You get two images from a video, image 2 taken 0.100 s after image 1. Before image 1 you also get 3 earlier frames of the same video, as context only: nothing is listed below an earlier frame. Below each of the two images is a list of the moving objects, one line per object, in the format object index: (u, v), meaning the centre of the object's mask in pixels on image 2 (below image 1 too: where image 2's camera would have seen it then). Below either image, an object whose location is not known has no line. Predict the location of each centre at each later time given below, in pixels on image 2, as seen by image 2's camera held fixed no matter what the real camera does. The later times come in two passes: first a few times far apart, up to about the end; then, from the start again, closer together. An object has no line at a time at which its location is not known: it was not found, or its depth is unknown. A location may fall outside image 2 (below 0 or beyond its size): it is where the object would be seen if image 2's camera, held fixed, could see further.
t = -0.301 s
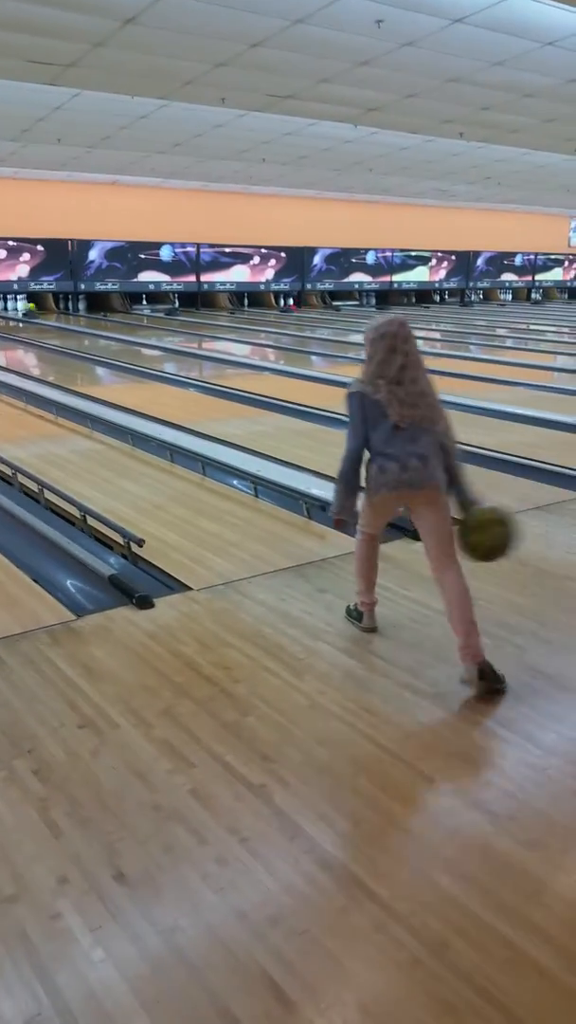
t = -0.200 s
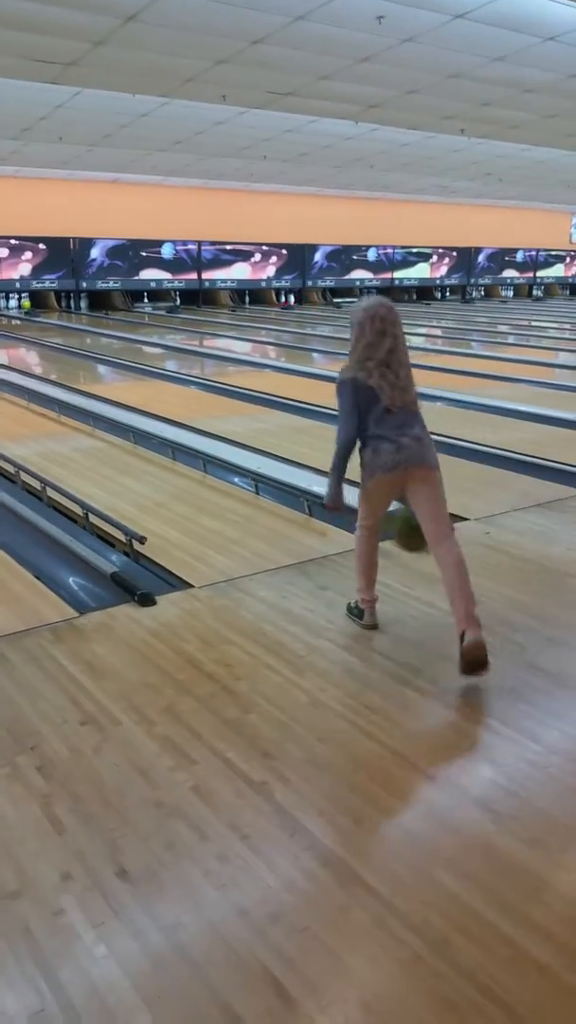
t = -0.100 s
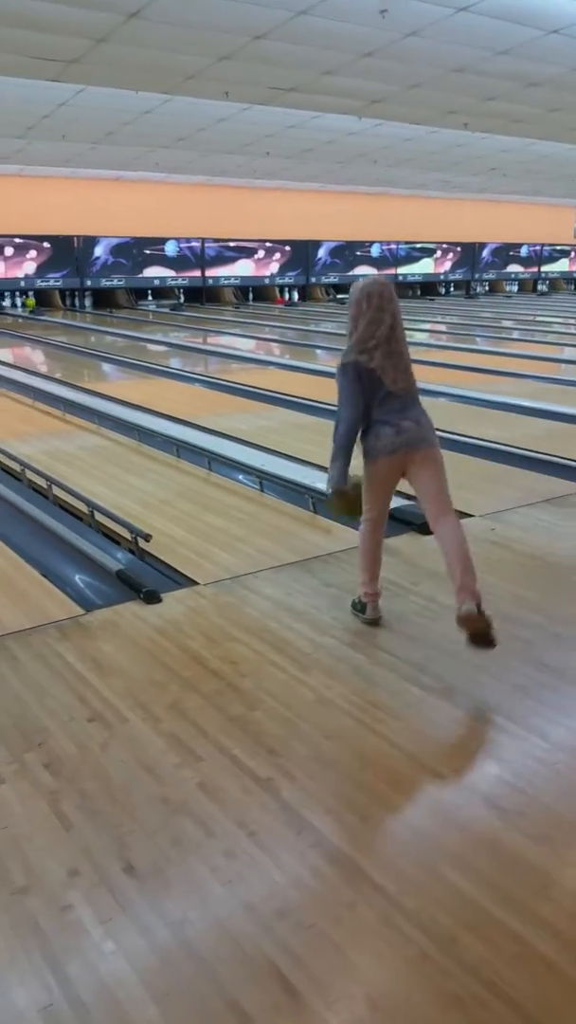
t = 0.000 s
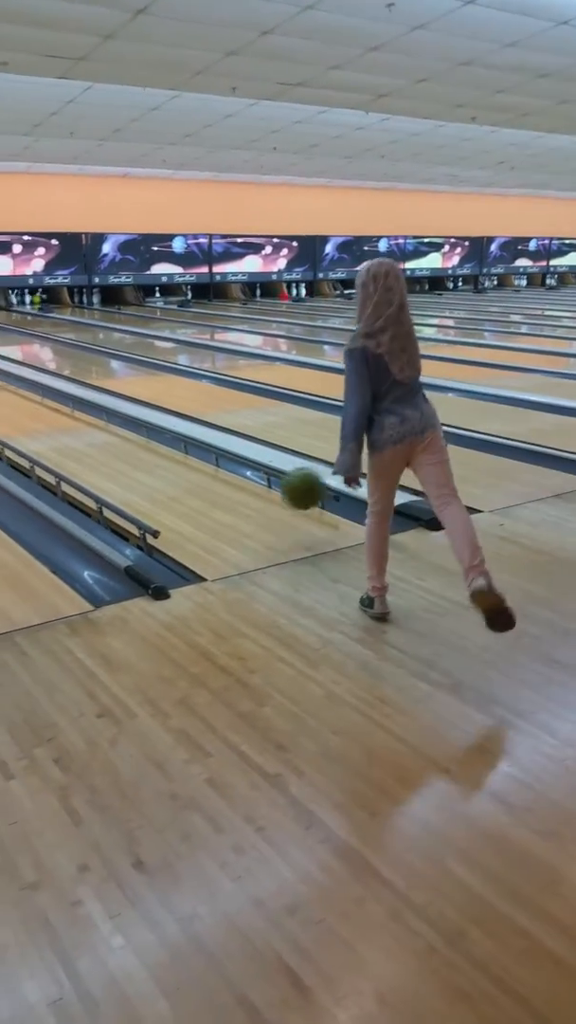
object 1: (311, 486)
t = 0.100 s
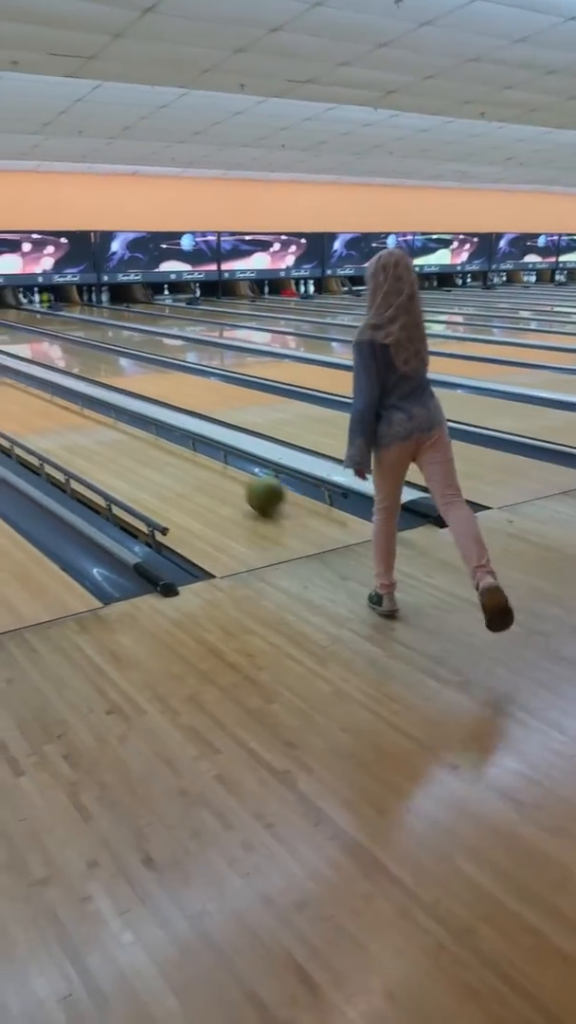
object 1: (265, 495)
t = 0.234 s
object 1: (215, 471)
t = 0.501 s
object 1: (140, 435)
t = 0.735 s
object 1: (96, 412)
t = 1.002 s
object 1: (58, 397)
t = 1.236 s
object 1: (30, 386)
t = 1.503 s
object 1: (-1, 375)
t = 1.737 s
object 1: (-23, 367)
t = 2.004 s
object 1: (-44, 358)
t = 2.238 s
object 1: (-60, 350)
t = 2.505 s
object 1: (-80, 341)
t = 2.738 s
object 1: (-93, 337)
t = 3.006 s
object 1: (-106, 333)
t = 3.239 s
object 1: (-116, 330)
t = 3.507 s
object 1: (-123, 327)
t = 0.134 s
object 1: (251, 487)
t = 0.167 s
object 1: (238, 480)
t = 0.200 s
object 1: (226, 476)
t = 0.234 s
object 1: (215, 471)
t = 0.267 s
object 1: (204, 466)
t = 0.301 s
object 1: (194, 461)
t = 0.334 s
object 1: (184, 456)
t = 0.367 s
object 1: (174, 451)
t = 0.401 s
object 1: (165, 447)
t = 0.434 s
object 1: (156, 442)
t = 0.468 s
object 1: (148, 438)
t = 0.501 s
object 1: (140, 435)
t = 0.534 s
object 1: (133, 431)
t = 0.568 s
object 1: (127, 427)
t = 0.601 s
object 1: (120, 424)
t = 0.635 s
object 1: (114, 420)
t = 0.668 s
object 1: (108, 418)
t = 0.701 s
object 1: (102, 415)
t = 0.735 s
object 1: (96, 412)
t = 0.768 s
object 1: (91, 410)
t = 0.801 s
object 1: (85, 408)
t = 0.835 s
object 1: (80, 407)
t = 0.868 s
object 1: (75, 406)
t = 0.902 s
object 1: (71, 404)
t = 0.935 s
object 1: (66, 403)
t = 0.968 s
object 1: (62, 401)
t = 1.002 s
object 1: (58, 397)
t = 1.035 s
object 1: (54, 395)
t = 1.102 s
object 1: (46, 392)
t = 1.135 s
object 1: (41, 391)
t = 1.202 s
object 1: (33, 388)
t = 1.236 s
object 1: (30, 386)
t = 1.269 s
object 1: (26, 386)
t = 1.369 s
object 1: (13, 381)
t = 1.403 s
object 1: (10, 379)
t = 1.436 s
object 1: (6, 378)
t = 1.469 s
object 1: (2, 376)
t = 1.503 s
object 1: (-1, 375)
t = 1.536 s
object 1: (-4, 374)
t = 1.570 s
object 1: (-8, 373)
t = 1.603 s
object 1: (-11, 371)
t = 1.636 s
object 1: (-13, 370)
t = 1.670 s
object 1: (-16, 369)
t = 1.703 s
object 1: (-19, 368)
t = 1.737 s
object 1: (-23, 367)
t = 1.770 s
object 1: (-25, 366)
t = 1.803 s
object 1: (-28, 365)
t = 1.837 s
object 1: (-30, 364)
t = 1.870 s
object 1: (-33, 363)
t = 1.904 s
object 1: (-37, 362)
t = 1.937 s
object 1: (-39, 361)
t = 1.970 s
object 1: (-41, 359)
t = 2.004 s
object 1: (-44, 358)
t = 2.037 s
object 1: (-46, 357)
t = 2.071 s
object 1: (-47, 356)
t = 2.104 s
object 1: (-50, 354)
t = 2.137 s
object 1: (-52, 353)
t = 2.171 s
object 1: (-55, 352)
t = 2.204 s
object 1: (-57, 351)
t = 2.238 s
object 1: (-60, 350)
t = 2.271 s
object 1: (-63, 349)
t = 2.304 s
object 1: (-66, 348)
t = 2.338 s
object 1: (-68, 347)
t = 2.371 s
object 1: (-71, 345)
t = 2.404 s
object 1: (-73, 344)
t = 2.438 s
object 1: (-76, 343)
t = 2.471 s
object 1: (-78, 342)
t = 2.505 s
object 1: (-80, 341)
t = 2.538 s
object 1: (-81, 341)
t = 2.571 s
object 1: (-84, 340)
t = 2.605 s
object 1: (-86, 339)
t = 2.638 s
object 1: (-87, 339)
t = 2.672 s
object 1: (-89, 338)
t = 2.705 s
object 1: (-91, 337)
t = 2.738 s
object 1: (-93, 337)
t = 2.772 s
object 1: (-95, 336)
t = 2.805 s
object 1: (-96, 336)
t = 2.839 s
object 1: (-98, 336)
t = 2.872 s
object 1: (-100, 335)
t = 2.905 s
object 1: (-102, 335)
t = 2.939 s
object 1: (-103, 334)
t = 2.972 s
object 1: (-105, 333)
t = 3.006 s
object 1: (-106, 333)
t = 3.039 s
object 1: (-107, 333)
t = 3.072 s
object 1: (-108, 332)
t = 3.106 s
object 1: (-110, 332)
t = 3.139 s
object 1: (-111, 331)
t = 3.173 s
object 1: (-113, 331)
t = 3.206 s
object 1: (-115, 331)
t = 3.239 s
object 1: (-116, 330)
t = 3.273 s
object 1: (-117, 330)
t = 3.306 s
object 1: (-118, 330)
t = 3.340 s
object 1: (-119, 330)
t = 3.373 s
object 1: (-121, 329)
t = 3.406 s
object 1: (-121, 329)
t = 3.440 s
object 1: (-121, 328)
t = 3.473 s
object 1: (-122, 327)
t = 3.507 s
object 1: (-123, 327)
